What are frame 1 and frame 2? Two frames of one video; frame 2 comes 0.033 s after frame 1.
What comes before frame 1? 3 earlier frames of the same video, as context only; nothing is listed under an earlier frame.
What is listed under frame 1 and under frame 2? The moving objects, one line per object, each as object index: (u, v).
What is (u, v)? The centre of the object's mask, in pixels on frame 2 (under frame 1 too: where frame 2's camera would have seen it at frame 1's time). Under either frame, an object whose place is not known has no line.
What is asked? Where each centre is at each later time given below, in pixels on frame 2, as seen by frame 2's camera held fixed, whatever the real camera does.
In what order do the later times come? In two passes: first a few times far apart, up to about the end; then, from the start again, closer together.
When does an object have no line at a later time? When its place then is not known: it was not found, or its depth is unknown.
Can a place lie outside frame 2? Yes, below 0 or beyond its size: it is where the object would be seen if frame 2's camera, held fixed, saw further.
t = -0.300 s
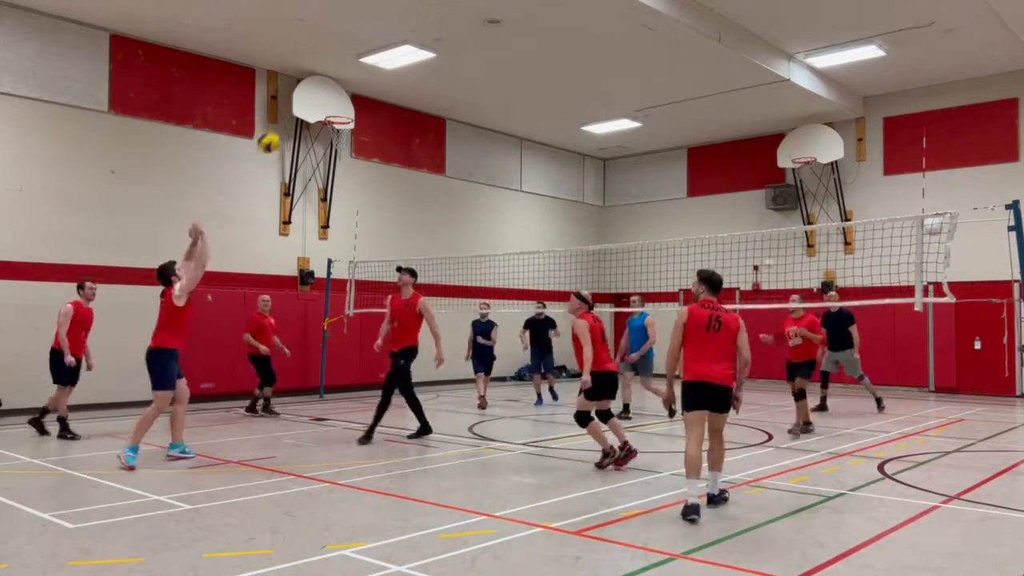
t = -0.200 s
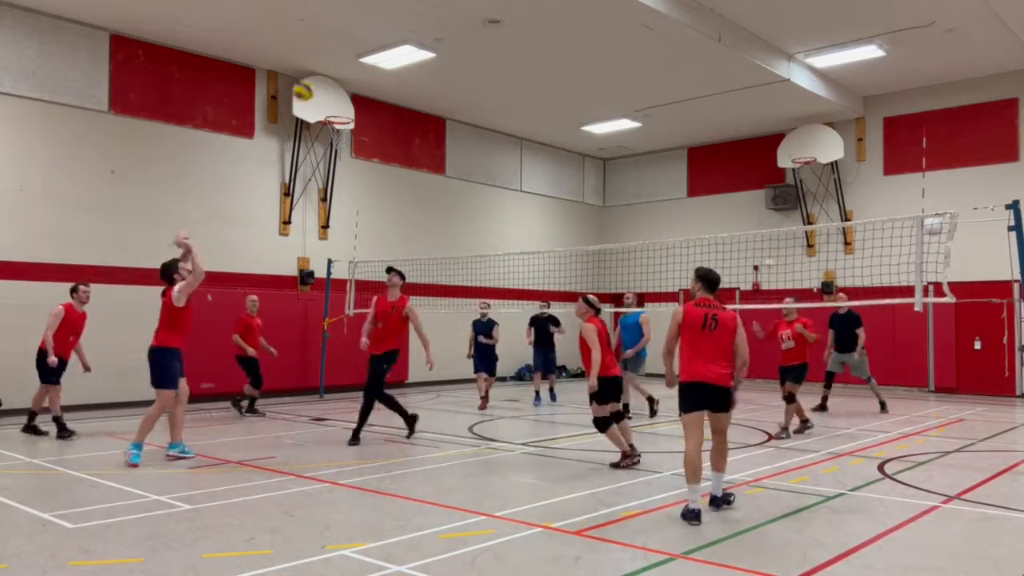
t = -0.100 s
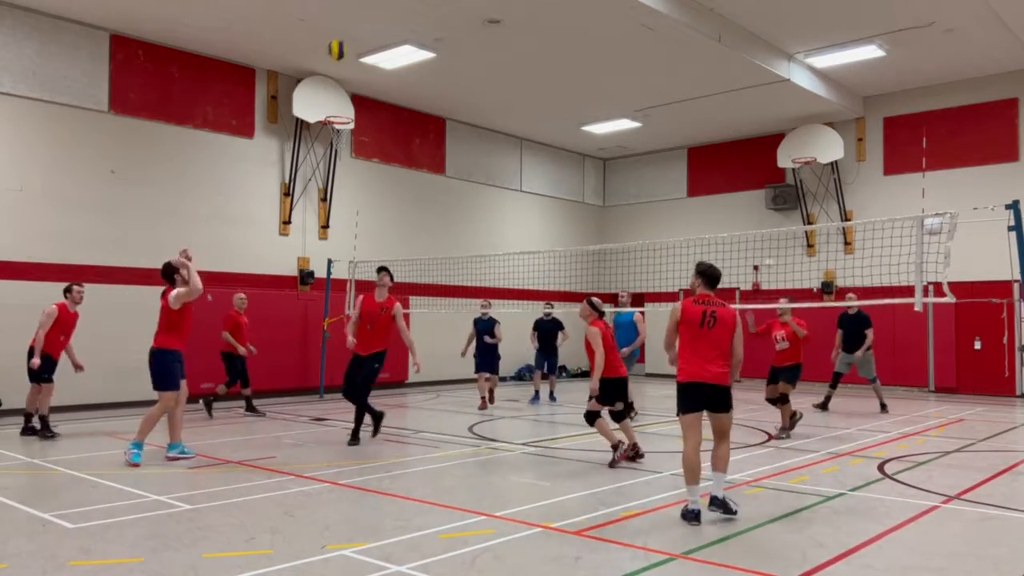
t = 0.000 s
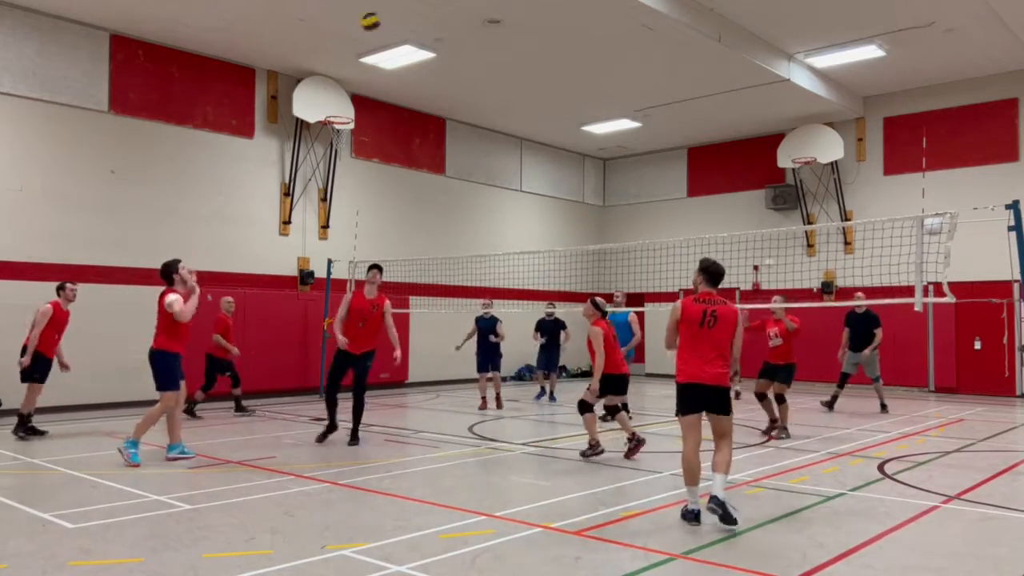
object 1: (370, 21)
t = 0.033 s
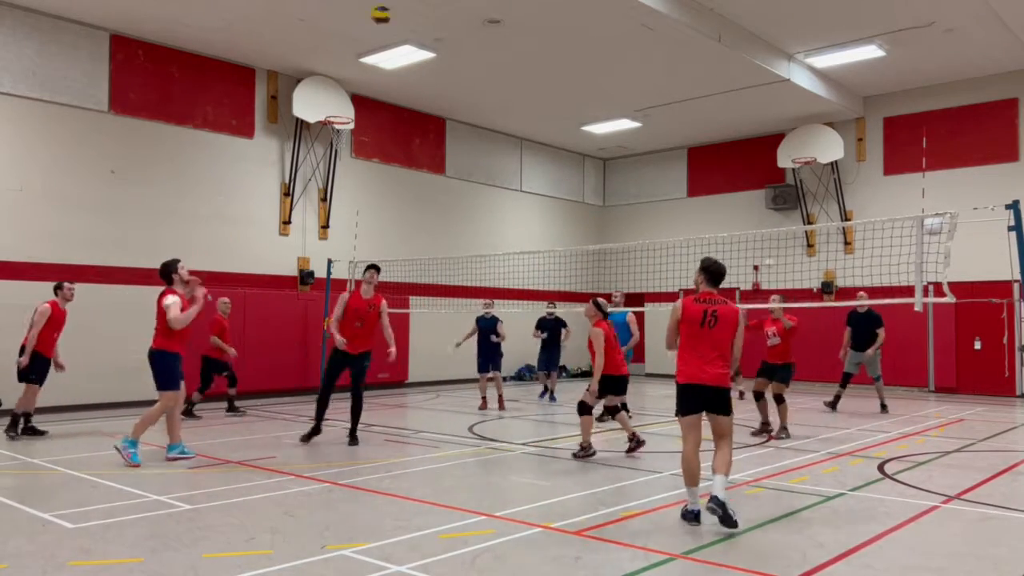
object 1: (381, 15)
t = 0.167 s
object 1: (421, 3)
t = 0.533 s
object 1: (526, 32)
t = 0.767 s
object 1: (583, 115)
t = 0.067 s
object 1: (391, 9)
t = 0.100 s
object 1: (402, 6)
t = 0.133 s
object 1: (411, 4)
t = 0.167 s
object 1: (421, 3)
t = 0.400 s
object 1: (490, 7)
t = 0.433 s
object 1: (498, 11)
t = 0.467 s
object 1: (507, 17)
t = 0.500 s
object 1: (516, 24)
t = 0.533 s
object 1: (526, 32)
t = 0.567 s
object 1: (534, 42)
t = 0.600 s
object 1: (543, 52)
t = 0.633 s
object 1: (551, 63)
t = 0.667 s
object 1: (559, 75)
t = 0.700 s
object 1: (567, 87)
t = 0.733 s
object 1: (575, 101)
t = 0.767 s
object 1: (583, 115)
